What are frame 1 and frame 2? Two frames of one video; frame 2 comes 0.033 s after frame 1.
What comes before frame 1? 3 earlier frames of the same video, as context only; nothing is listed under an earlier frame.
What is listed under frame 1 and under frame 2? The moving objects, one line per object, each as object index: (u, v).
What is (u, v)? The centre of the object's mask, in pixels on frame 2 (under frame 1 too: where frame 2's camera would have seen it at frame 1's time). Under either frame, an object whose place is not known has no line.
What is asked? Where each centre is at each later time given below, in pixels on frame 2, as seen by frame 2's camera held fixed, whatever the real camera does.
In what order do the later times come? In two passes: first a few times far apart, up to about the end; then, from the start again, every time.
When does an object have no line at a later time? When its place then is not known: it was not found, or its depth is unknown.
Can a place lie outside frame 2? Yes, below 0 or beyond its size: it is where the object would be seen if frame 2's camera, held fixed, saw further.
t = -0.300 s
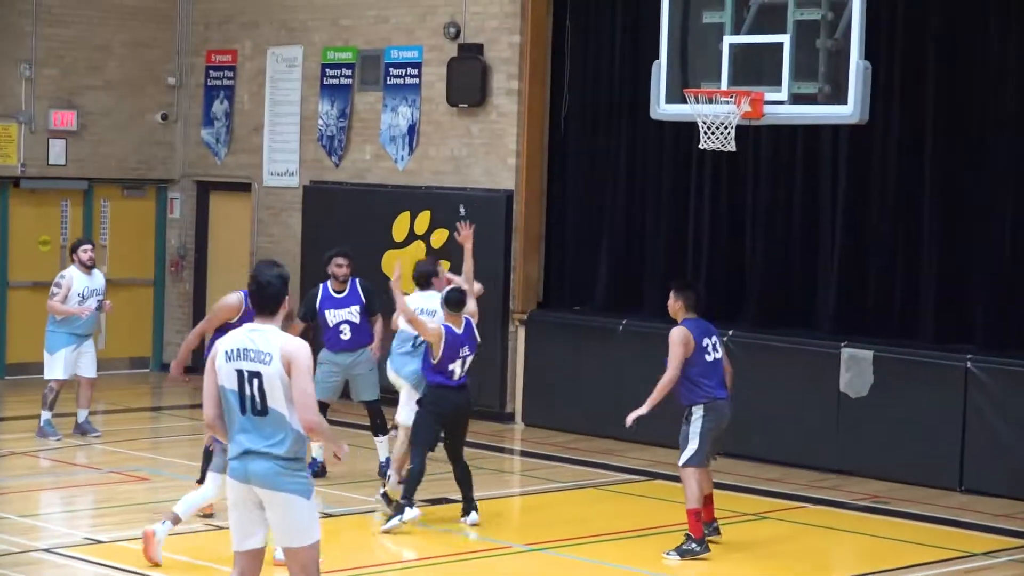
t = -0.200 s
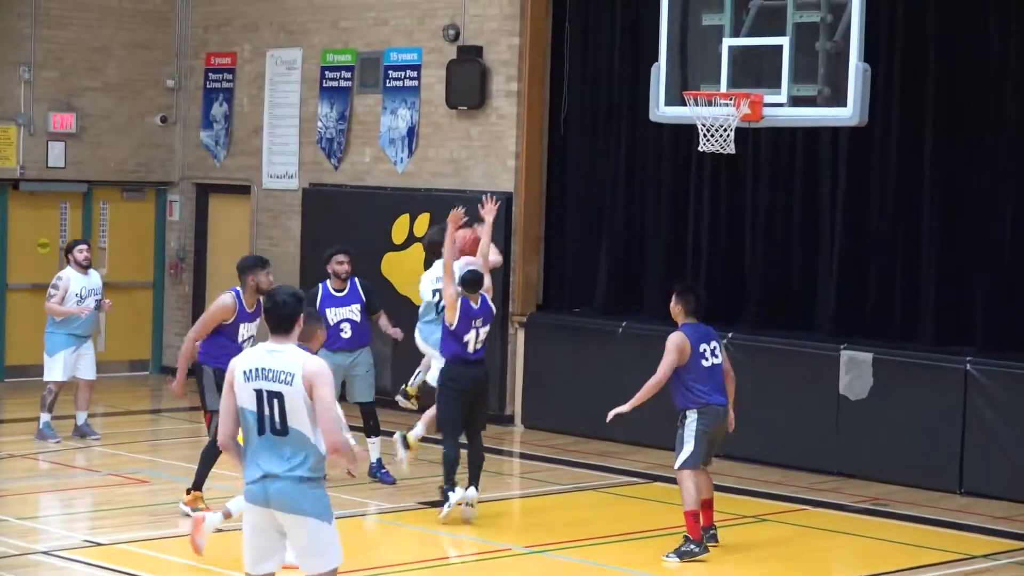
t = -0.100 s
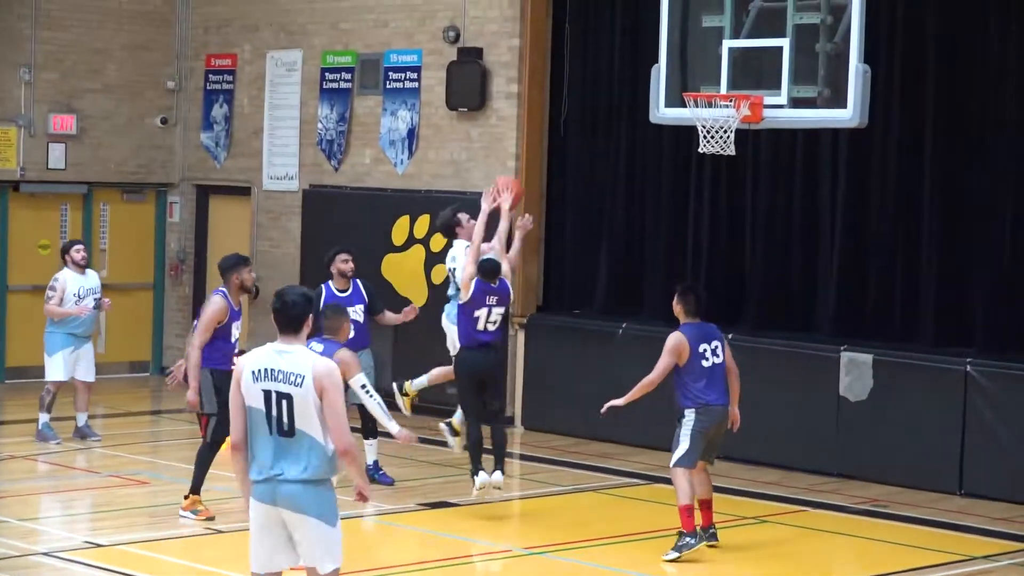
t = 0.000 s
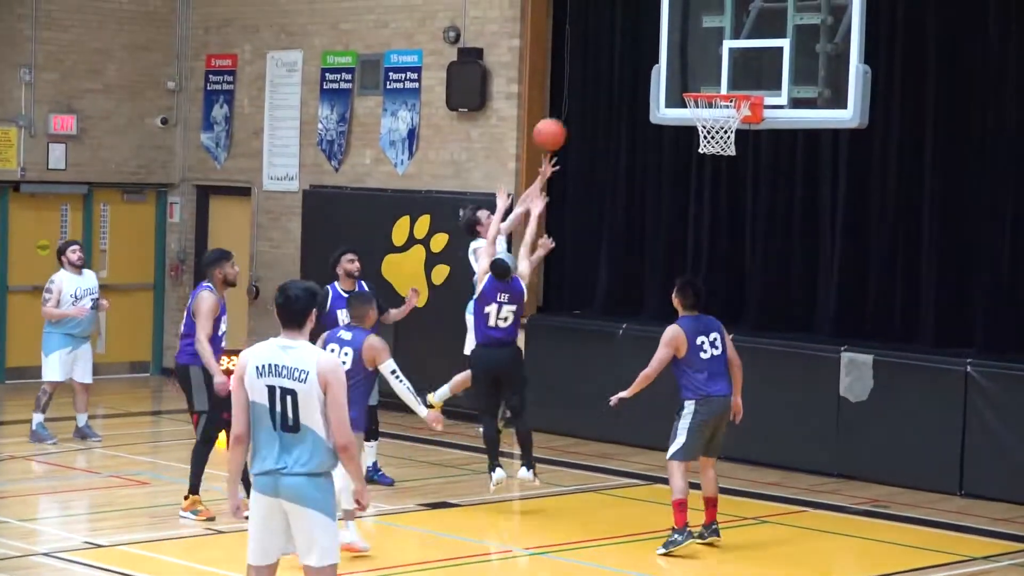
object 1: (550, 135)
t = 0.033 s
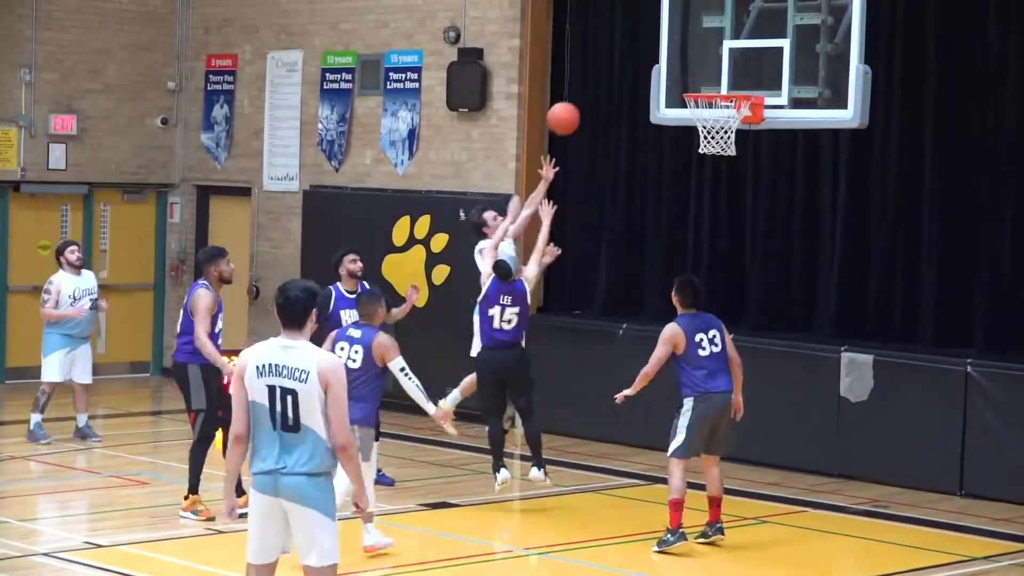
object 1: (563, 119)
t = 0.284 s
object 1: (666, 42)
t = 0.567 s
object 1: (710, 52)
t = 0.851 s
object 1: (719, 115)
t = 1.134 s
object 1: (718, 134)
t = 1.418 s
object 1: (715, 178)
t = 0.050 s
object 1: (570, 111)
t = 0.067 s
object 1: (577, 104)
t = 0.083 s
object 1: (584, 97)
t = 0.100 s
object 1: (591, 90)
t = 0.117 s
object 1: (598, 84)
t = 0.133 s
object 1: (605, 79)
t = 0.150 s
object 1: (612, 73)
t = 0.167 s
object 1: (619, 68)
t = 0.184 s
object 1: (626, 64)
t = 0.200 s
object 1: (632, 59)
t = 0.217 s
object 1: (639, 55)
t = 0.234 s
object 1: (646, 51)
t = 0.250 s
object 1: (653, 48)
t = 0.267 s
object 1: (660, 45)
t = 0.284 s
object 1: (666, 42)
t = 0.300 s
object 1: (674, 40)
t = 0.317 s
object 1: (681, 39)
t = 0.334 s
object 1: (688, 37)
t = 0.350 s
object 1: (694, 36)
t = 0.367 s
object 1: (701, 35)
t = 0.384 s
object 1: (703, 35)
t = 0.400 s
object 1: (704, 35)
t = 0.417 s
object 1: (704, 35)
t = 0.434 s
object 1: (705, 35)
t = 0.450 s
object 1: (705, 36)
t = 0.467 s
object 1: (706, 36)
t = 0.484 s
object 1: (707, 38)
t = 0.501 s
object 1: (707, 40)
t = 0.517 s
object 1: (708, 43)
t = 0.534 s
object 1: (708, 45)
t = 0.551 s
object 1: (709, 48)
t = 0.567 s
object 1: (710, 52)
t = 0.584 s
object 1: (711, 56)
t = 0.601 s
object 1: (712, 60)
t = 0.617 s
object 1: (712, 65)
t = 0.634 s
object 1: (712, 70)
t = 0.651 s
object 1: (713, 75)
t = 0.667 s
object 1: (714, 79)
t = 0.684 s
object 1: (715, 83)
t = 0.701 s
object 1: (715, 86)
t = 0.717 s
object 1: (715, 87)
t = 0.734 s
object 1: (716, 99)
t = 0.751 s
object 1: (716, 104)
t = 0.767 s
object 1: (718, 109)
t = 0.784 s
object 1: (718, 111)
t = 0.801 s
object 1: (718, 115)
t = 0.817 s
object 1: (719, 117)
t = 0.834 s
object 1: (718, 115)
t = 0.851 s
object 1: (719, 115)
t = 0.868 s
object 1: (721, 115)
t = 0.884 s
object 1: (720, 119)
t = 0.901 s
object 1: (720, 120)
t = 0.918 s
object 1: (719, 120)
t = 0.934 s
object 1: (720, 119)
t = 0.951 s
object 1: (720, 120)
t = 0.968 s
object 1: (720, 121)
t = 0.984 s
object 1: (720, 122)
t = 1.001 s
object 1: (720, 123)
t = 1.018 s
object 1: (720, 125)
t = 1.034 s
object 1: (721, 126)
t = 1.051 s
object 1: (721, 128)
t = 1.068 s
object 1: (720, 129)
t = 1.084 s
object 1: (720, 131)
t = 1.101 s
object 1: (720, 133)
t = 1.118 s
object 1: (720, 134)
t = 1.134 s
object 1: (718, 134)
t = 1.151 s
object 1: (718, 136)
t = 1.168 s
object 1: (714, 152)
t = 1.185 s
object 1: (715, 144)
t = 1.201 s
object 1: (717, 155)
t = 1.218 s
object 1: (717, 156)
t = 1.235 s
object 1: (717, 158)
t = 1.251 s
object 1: (717, 152)
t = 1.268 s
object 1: (717, 160)
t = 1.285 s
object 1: (717, 160)
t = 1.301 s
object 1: (716, 160)
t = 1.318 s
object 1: (716, 161)
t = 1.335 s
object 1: (716, 162)
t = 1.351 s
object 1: (716, 163)
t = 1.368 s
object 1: (716, 166)
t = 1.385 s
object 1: (716, 169)
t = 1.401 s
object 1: (715, 174)
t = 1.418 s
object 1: (715, 178)
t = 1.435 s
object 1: (715, 183)
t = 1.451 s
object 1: (714, 188)
